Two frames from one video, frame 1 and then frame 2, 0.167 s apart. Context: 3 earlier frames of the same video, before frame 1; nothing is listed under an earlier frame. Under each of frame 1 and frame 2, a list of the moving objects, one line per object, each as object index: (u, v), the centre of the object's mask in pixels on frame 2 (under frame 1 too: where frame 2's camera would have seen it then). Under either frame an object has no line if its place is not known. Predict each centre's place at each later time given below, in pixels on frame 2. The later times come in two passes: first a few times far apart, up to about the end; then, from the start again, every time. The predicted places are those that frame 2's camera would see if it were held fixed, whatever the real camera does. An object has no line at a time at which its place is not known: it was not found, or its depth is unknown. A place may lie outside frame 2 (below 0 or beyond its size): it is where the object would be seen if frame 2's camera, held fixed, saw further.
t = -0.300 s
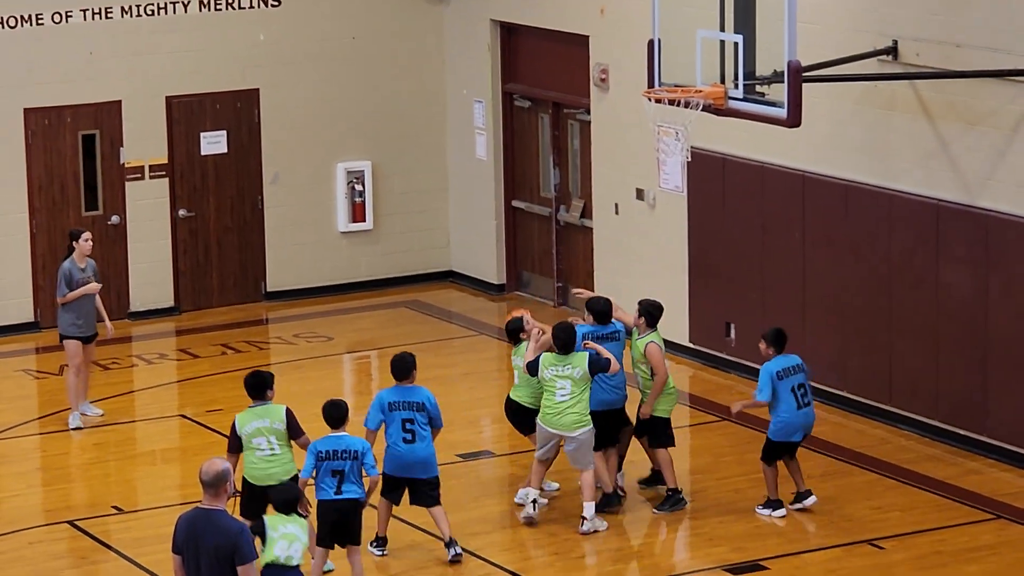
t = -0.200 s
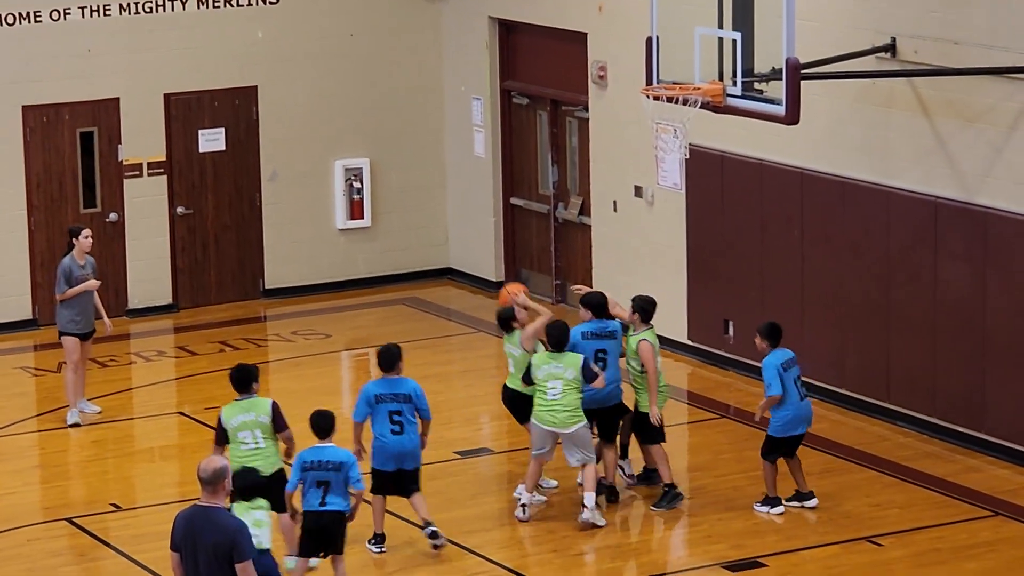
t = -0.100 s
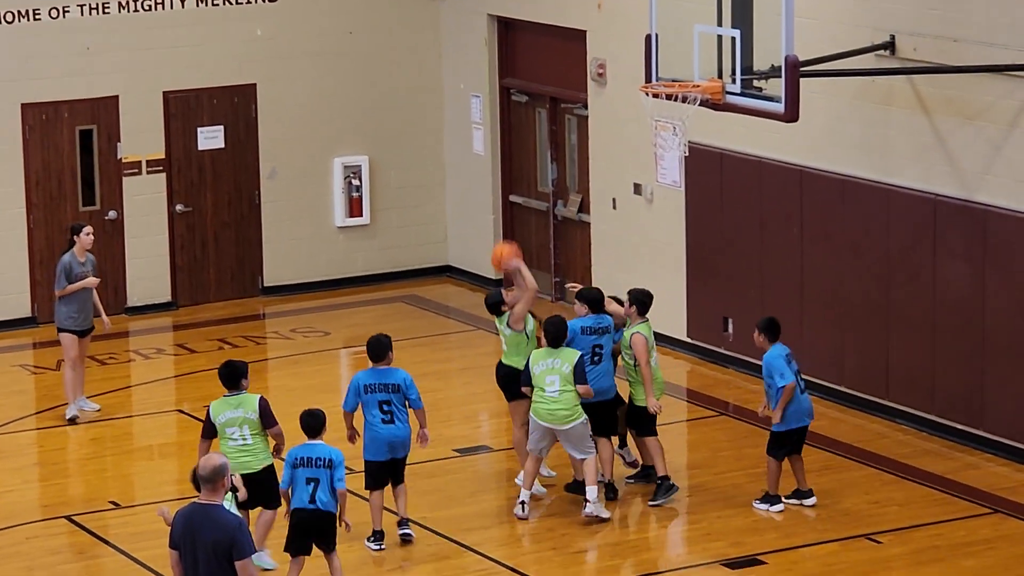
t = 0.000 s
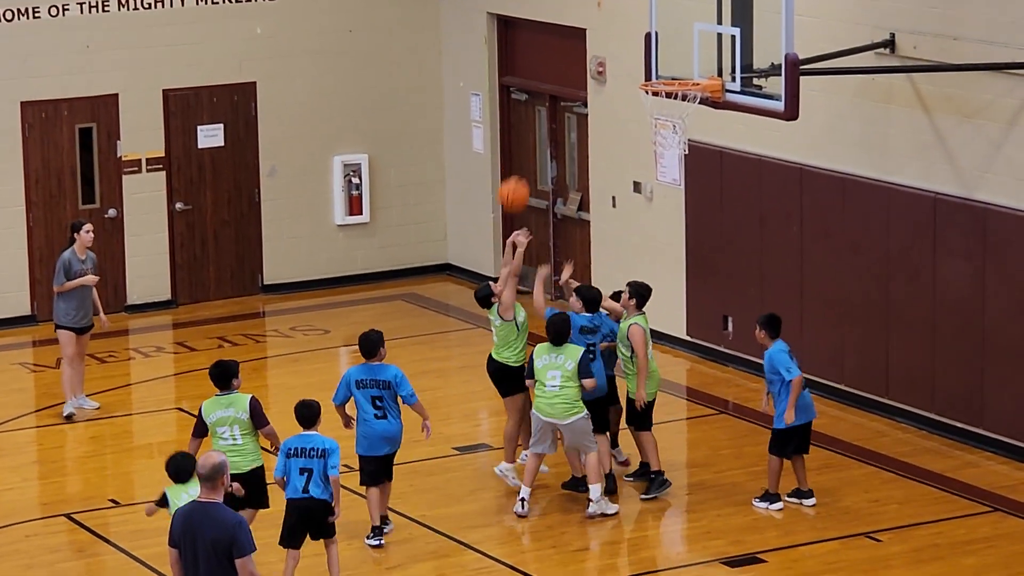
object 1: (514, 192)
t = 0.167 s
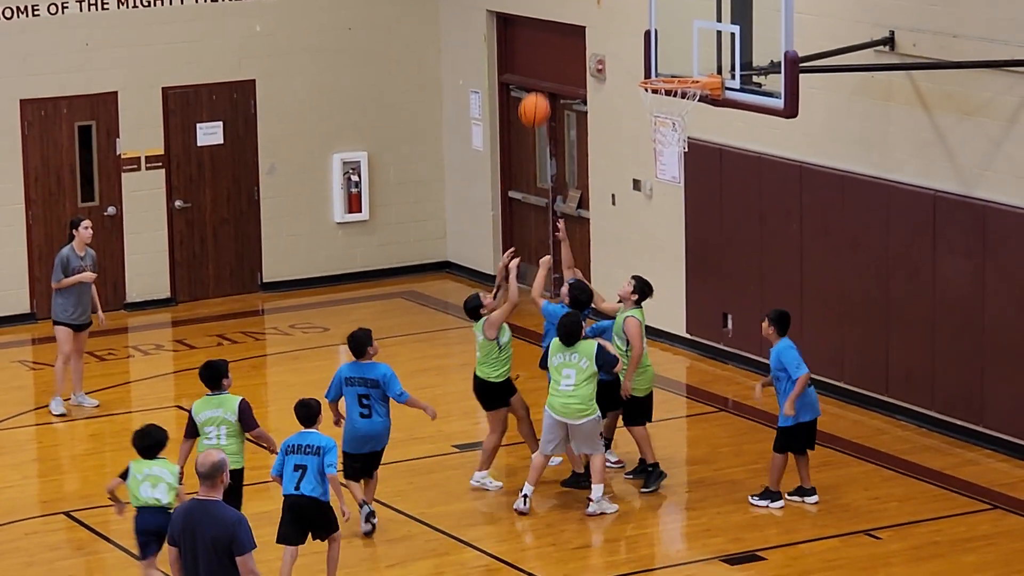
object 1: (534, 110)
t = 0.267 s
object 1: (548, 78)
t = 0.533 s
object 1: (586, 56)
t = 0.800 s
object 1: (625, 127)
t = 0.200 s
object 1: (539, 98)
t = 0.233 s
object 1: (543, 87)
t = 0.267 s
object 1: (548, 78)
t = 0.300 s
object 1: (552, 70)
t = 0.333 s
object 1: (557, 63)
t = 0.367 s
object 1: (562, 59)
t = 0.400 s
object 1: (566, 55)
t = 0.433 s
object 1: (570, 53)
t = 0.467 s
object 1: (575, 52)
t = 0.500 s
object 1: (580, 53)
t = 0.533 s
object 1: (586, 56)
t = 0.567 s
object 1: (590, 60)
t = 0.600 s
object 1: (595, 65)
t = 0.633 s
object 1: (600, 71)
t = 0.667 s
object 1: (605, 80)
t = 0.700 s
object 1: (610, 89)
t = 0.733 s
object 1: (615, 101)
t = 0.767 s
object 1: (620, 113)
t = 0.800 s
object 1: (625, 127)
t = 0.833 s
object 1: (629, 142)
